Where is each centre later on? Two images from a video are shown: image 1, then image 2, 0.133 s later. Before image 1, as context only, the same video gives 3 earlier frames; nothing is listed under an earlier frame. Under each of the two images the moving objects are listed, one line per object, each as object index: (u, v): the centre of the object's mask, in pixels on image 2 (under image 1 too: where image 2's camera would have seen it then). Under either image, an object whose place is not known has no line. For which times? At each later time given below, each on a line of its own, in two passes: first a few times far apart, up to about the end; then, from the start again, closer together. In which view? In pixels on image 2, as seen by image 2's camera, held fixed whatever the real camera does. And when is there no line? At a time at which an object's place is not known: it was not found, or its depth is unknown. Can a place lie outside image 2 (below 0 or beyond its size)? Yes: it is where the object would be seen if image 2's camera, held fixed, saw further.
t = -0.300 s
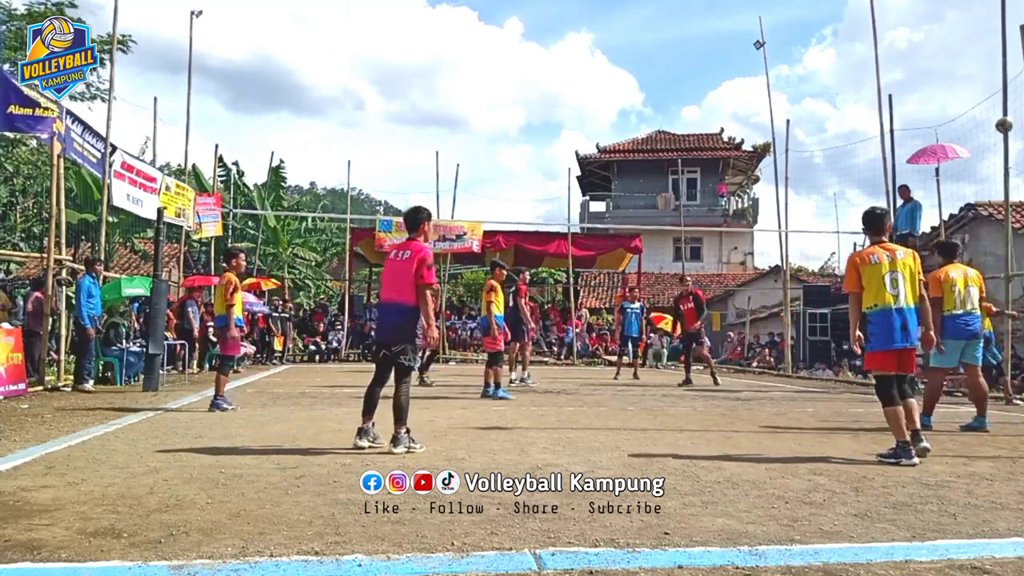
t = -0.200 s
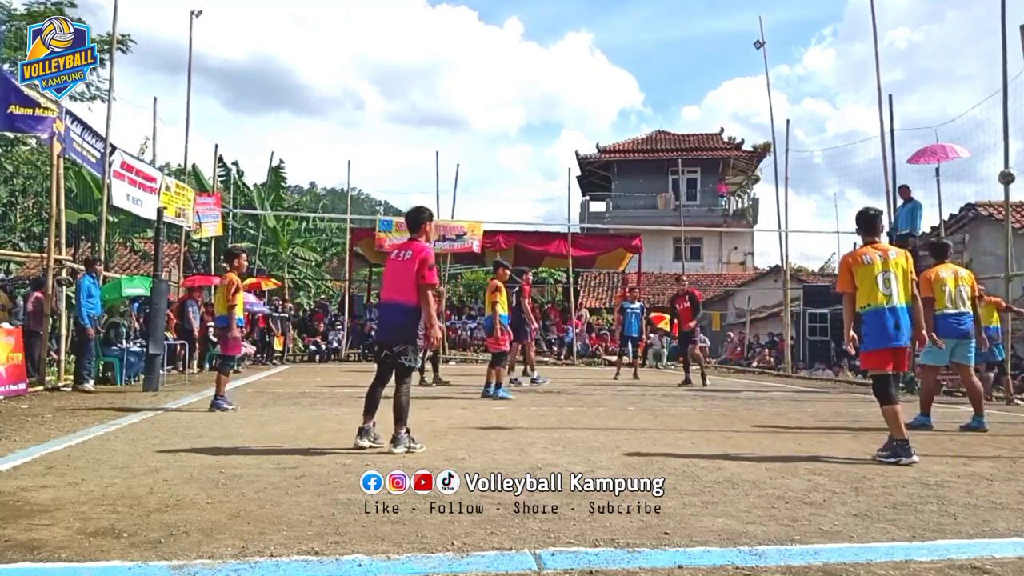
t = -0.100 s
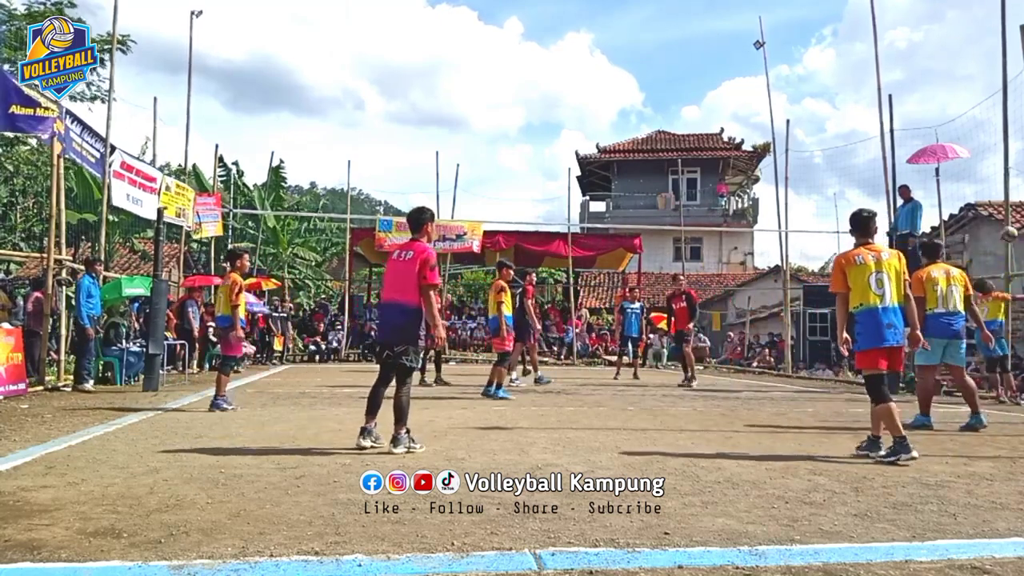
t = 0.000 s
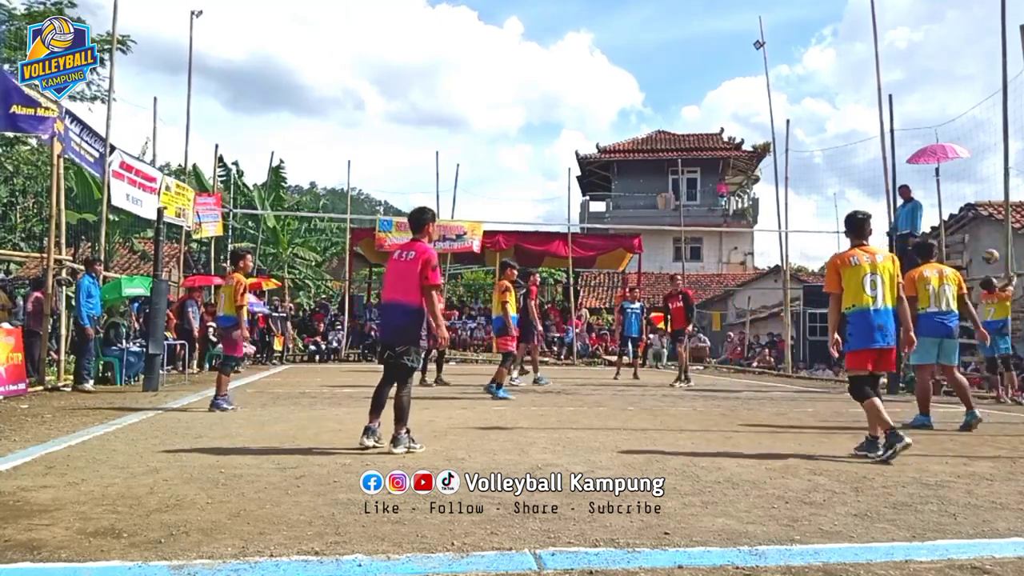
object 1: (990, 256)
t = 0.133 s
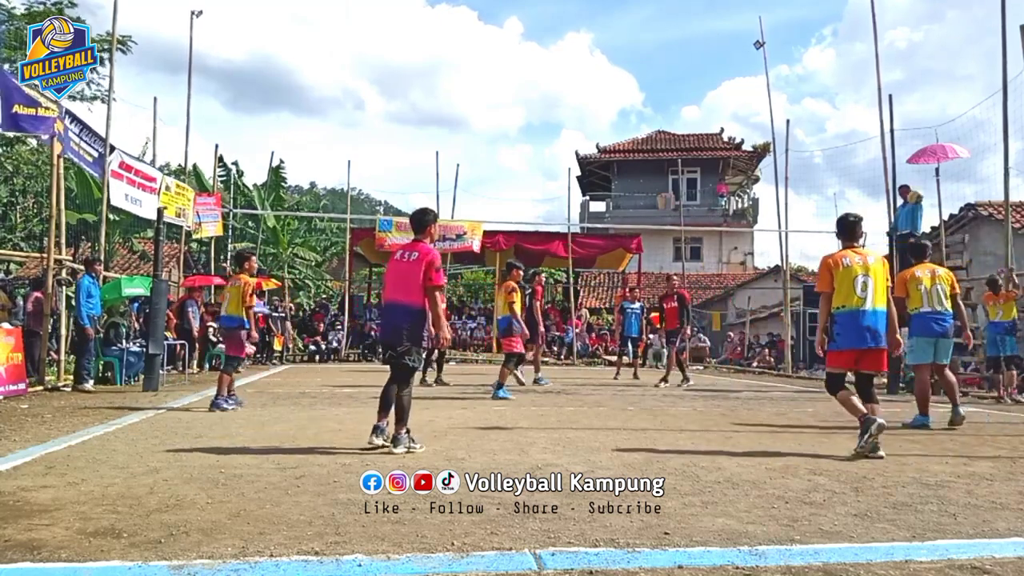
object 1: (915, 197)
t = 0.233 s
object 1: (861, 164)
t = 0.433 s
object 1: (762, 124)
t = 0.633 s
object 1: (672, 110)
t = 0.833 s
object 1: (589, 124)
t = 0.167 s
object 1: (898, 185)
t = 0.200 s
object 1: (879, 174)
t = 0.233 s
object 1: (861, 164)
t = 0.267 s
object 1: (844, 155)
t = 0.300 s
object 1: (827, 147)
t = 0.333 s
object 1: (811, 140)
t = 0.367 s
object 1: (794, 134)
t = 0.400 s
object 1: (778, 129)
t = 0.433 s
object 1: (762, 124)
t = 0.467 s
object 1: (747, 119)
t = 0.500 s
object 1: (731, 116)
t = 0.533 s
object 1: (716, 114)
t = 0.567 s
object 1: (701, 112)
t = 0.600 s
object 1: (687, 111)
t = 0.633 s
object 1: (672, 110)
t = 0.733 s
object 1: (630, 114)
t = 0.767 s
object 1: (616, 117)
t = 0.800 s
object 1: (602, 120)
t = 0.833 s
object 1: (589, 124)
